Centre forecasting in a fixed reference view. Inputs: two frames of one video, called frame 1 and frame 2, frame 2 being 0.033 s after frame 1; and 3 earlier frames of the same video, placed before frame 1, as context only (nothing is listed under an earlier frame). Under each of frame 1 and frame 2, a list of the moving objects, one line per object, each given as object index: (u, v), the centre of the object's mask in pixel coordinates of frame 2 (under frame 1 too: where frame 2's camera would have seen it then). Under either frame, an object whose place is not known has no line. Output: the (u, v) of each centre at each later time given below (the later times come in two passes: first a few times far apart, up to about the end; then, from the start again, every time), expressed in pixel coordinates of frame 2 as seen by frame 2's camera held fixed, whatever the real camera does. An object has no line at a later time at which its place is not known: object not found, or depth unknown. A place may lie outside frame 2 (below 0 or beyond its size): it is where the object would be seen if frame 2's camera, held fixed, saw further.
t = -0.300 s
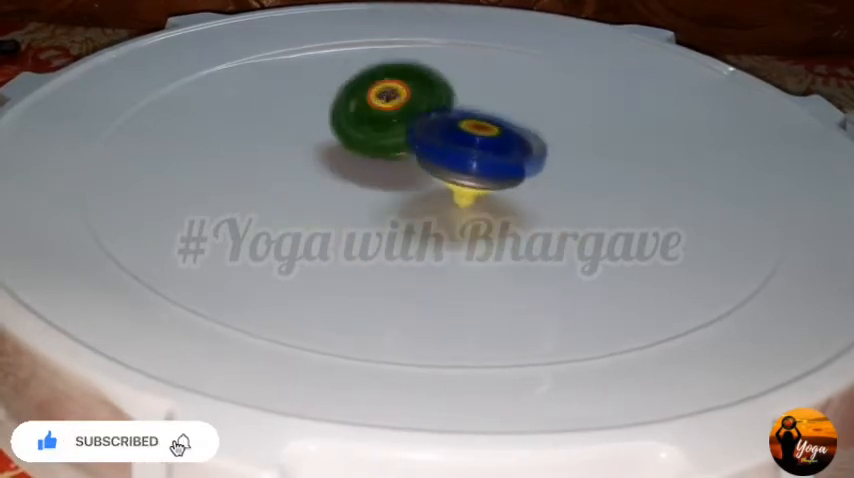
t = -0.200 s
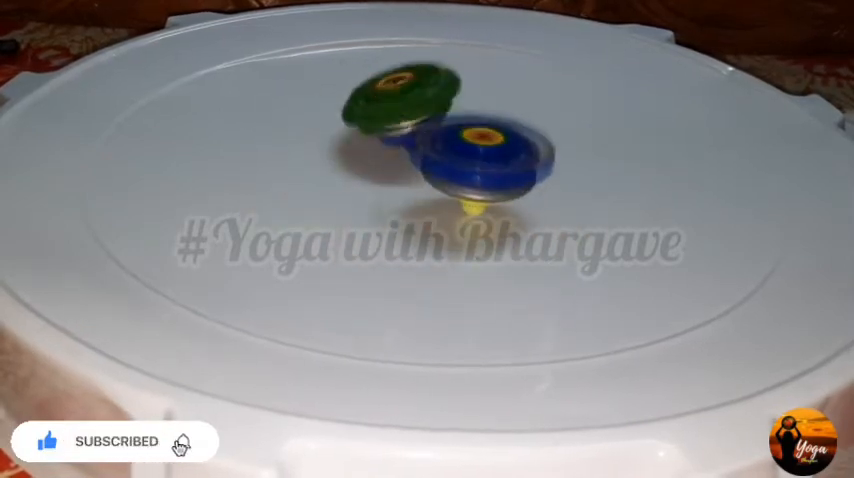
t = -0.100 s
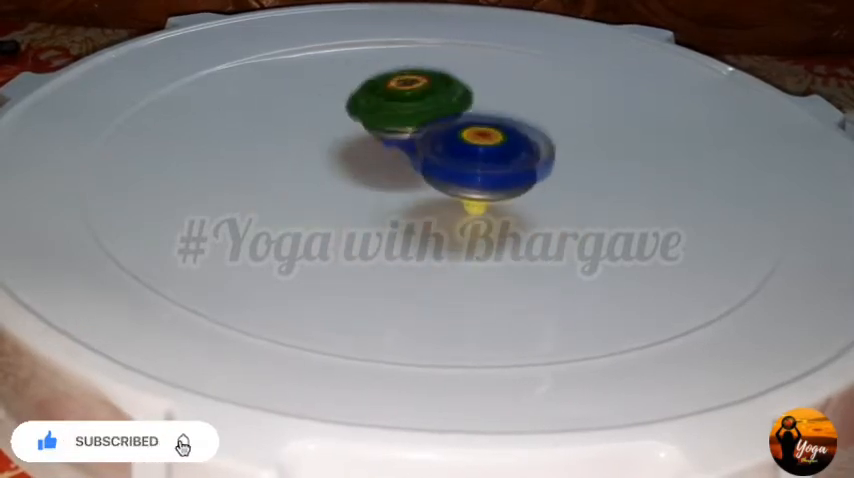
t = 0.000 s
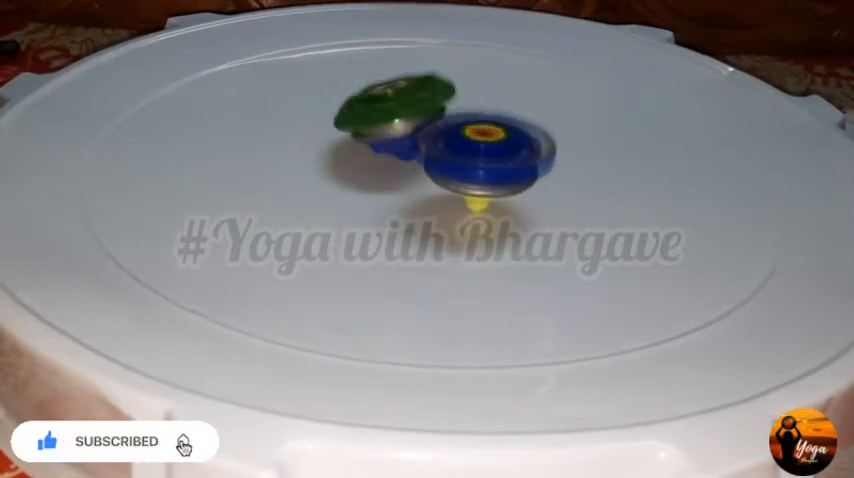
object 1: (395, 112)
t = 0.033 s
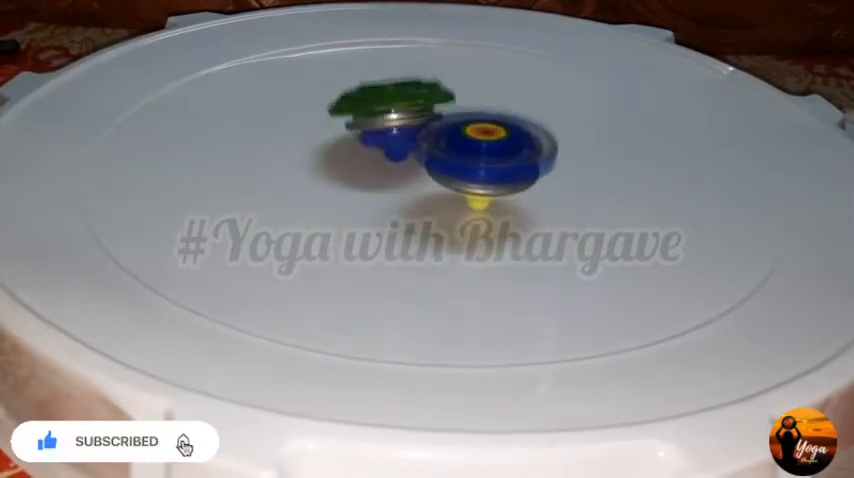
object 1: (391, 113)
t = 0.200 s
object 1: (387, 109)
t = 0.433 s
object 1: (418, 101)
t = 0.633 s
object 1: (455, 108)
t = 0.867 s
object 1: (471, 117)
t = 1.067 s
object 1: (473, 122)
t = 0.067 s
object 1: (388, 113)
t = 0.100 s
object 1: (385, 112)
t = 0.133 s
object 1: (385, 111)
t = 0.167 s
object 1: (386, 110)
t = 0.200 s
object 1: (387, 109)
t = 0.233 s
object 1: (386, 109)
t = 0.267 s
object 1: (385, 112)
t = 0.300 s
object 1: (385, 113)
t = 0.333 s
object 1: (392, 106)
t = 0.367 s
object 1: (397, 101)
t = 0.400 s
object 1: (406, 100)
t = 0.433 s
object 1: (418, 101)
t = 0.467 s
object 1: (428, 99)
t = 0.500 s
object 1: (435, 100)
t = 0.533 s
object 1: (442, 102)
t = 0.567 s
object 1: (447, 103)
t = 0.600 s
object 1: (451, 107)
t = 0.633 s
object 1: (455, 108)
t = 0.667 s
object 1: (459, 110)
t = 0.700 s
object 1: (461, 112)
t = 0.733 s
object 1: (465, 115)
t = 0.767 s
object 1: (467, 116)
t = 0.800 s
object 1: (469, 117)
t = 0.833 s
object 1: (470, 116)
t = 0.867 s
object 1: (471, 117)
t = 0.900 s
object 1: (468, 113)
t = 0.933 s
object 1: (471, 114)
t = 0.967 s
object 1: (473, 118)
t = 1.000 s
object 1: (472, 120)
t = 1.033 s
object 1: (469, 121)
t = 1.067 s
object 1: (473, 122)
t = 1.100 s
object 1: (477, 121)
